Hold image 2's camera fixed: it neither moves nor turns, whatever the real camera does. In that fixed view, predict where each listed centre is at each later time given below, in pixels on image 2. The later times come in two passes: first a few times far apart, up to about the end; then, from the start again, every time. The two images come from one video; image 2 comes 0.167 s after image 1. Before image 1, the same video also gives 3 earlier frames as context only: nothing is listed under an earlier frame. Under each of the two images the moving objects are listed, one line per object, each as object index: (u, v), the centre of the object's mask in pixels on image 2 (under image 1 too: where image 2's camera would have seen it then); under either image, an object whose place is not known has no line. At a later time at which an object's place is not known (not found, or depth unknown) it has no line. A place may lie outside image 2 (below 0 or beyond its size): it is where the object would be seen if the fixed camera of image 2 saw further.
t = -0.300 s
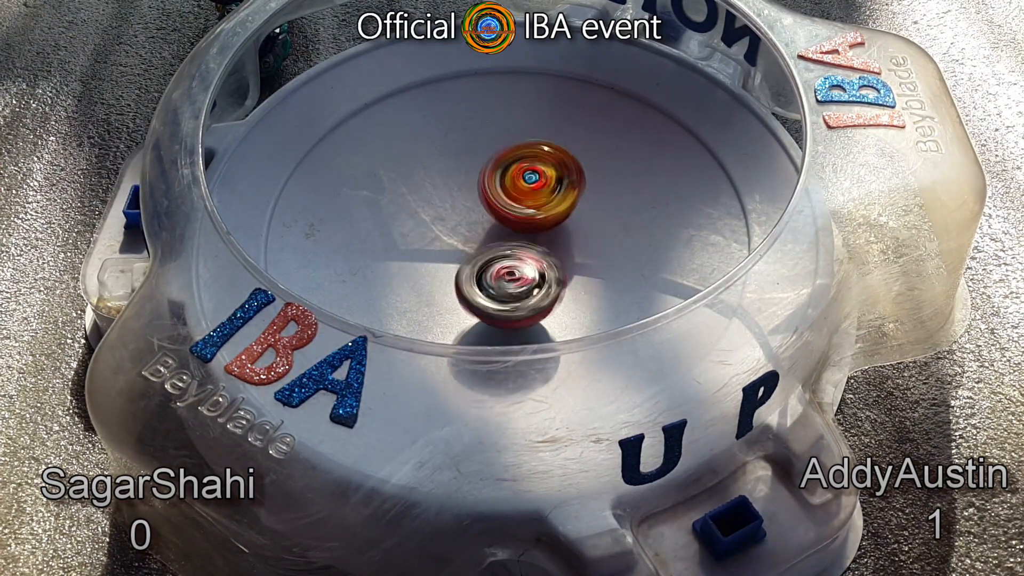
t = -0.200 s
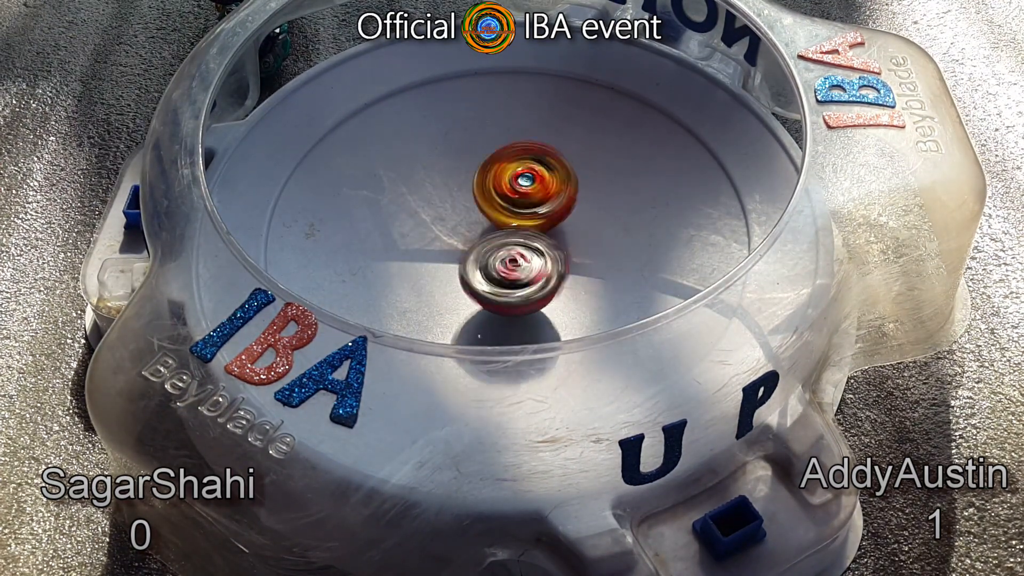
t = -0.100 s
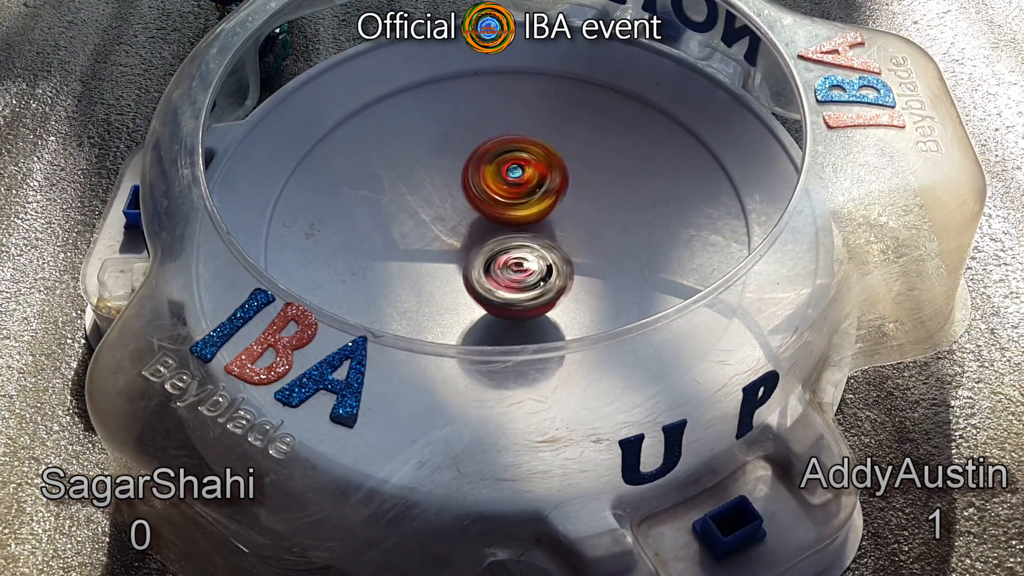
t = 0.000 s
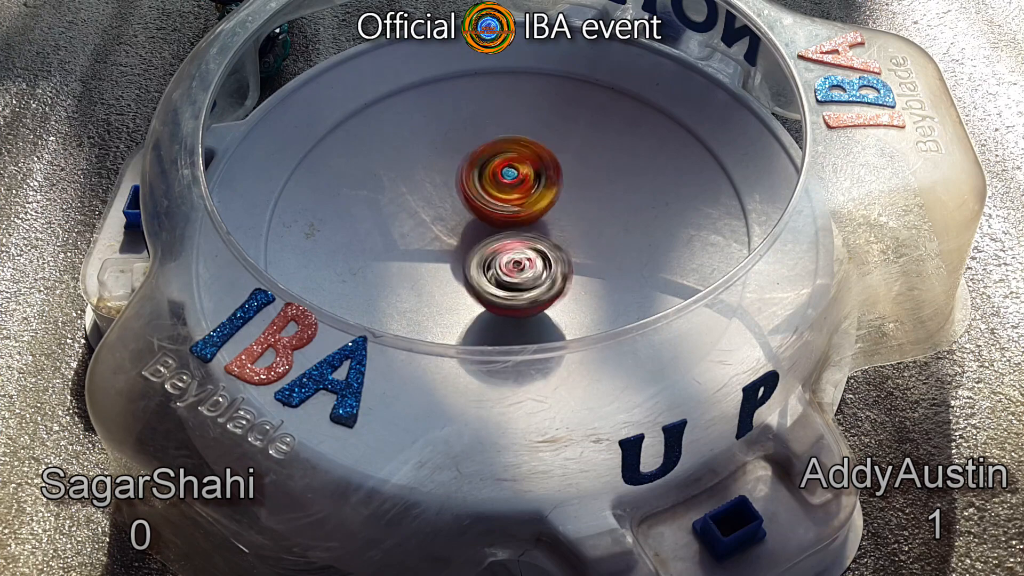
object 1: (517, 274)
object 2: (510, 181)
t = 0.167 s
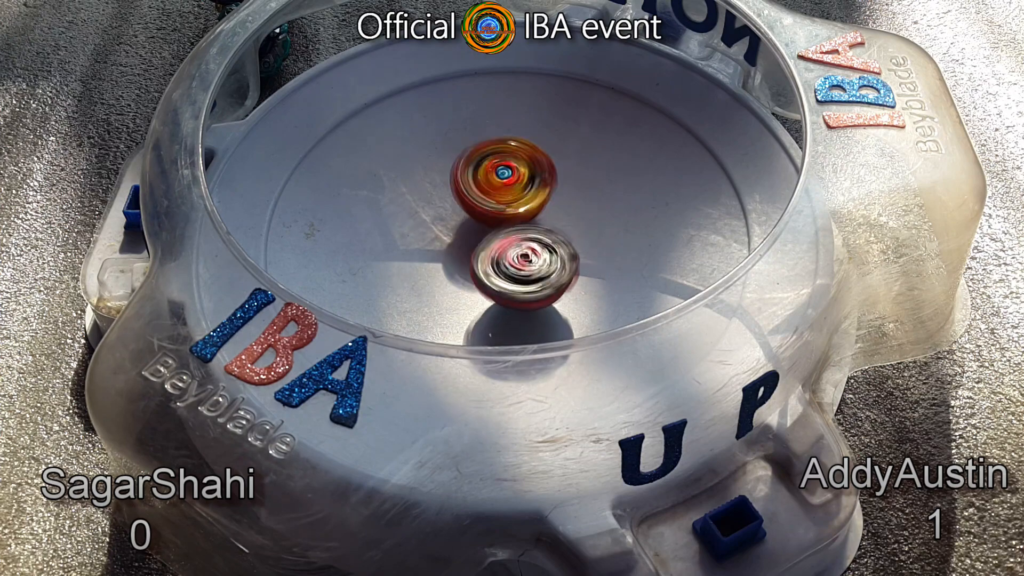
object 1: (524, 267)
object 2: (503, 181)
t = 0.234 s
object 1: (528, 267)
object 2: (500, 182)
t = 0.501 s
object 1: (548, 270)
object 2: (488, 186)
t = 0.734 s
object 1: (556, 256)
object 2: (485, 194)
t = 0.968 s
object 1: (571, 252)
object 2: (477, 203)
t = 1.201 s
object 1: (586, 242)
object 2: (474, 210)
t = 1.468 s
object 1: (590, 223)
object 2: (477, 221)
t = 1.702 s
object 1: (588, 204)
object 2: (478, 228)
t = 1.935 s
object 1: (588, 181)
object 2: (481, 236)
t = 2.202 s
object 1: (561, 154)
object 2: (485, 247)
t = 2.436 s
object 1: (544, 144)
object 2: (491, 250)
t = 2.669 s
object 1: (502, 158)
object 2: (496, 244)
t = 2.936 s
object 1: (472, 149)
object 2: (506, 257)
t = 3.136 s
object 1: (441, 176)
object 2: (514, 255)
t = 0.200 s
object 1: (527, 267)
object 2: (502, 180)
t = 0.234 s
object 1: (528, 267)
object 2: (500, 182)
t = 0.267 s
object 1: (529, 266)
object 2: (501, 183)
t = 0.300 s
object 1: (530, 265)
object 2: (500, 184)
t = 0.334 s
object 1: (532, 263)
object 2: (497, 185)
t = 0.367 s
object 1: (536, 263)
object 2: (497, 185)
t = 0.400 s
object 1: (541, 266)
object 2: (493, 183)
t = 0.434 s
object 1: (545, 269)
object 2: (489, 183)
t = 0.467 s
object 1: (547, 270)
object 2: (489, 184)
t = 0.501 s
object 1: (548, 270)
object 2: (488, 186)
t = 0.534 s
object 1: (550, 269)
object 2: (487, 187)
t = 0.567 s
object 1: (550, 267)
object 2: (487, 189)
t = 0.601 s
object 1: (550, 265)
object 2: (488, 190)
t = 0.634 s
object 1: (551, 263)
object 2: (487, 191)
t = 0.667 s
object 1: (552, 260)
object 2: (487, 193)
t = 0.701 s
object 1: (553, 257)
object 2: (487, 194)
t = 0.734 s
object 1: (556, 256)
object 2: (485, 194)
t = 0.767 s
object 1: (558, 256)
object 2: (484, 195)
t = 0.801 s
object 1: (561, 256)
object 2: (482, 197)
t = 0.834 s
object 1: (561, 254)
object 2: (484, 199)
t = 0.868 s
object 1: (563, 253)
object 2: (482, 199)
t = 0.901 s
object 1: (565, 253)
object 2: (480, 200)
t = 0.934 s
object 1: (566, 253)
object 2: (481, 202)
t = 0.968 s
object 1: (571, 252)
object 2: (477, 203)
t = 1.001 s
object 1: (577, 253)
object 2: (473, 202)
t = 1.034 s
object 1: (581, 254)
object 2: (471, 203)
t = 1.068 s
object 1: (583, 254)
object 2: (469, 204)
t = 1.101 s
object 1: (584, 252)
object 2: (471, 205)
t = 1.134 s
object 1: (584, 249)
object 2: (470, 207)
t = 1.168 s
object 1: (585, 246)
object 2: (473, 209)
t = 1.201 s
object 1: (586, 242)
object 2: (474, 210)
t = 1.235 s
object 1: (587, 238)
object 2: (475, 211)
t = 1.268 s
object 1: (588, 234)
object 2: (476, 212)
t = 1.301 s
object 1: (588, 233)
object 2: (477, 213)
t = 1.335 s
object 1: (588, 230)
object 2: (478, 215)
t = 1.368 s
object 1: (589, 228)
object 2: (476, 217)
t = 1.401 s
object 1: (592, 226)
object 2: (474, 218)
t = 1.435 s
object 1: (592, 225)
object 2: (476, 220)
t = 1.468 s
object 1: (590, 223)
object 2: (477, 221)
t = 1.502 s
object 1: (588, 222)
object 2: (478, 222)
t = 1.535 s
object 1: (588, 218)
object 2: (476, 222)
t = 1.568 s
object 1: (587, 216)
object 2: (477, 224)
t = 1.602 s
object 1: (587, 213)
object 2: (476, 225)
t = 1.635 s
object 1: (588, 210)
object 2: (477, 226)
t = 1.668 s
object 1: (588, 208)
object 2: (476, 227)
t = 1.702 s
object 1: (588, 204)
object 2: (478, 228)
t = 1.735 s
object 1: (586, 202)
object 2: (479, 229)
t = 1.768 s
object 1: (588, 197)
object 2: (476, 232)
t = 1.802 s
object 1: (591, 192)
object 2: (475, 233)
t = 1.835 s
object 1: (593, 189)
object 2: (477, 234)
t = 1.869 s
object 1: (592, 186)
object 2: (478, 235)
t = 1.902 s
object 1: (591, 184)
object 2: (480, 235)
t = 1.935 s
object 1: (588, 181)
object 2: (481, 236)
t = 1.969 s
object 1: (585, 179)
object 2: (483, 236)
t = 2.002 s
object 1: (581, 177)
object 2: (484, 236)
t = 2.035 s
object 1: (578, 174)
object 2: (485, 236)
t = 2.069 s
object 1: (573, 172)
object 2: (487, 236)
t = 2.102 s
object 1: (568, 171)
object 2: (489, 236)
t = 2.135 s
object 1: (563, 169)
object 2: (490, 236)
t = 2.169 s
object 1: (559, 164)
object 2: (488, 240)
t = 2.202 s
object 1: (561, 154)
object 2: (485, 247)
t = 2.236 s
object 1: (563, 149)
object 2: (484, 252)
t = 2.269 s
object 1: (563, 146)
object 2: (485, 254)
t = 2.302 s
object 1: (562, 145)
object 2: (487, 253)
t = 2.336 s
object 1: (558, 144)
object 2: (488, 253)
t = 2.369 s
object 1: (554, 144)
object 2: (490, 252)
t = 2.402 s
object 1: (549, 144)
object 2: (490, 251)
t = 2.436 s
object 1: (544, 144)
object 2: (491, 250)
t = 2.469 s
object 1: (538, 144)
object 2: (491, 249)
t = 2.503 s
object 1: (533, 144)
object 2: (492, 248)
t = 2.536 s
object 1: (526, 146)
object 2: (493, 247)
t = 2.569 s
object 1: (521, 148)
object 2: (494, 246)
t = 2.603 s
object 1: (515, 151)
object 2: (496, 246)
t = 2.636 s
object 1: (508, 154)
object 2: (495, 245)
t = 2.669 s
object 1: (502, 158)
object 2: (496, 244)
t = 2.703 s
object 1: (495, 149)
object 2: (499, 253)
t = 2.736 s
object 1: (491, 142)
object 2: (503, 260)
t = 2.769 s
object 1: (488, 138)
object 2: (505, 261)
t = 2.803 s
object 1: (487, 137)
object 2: (505, 261)
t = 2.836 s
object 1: (485, 138)
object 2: (506, 260)
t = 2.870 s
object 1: (482, 142)
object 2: (506, 260)
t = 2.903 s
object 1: (477, 146)
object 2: (506, 259)
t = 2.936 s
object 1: (472, 149)
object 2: (506, 257)
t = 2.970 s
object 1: (467, 153)
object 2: (506, 257)
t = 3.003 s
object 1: (462, 158)
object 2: (506, 255)
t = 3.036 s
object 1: (458, 163)
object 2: (507, 254)
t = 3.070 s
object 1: (454, 168)
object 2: (508, 254)
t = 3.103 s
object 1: (451, 174)
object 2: (506, 253)
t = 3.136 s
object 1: (441, 176)
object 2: (514, 255)
